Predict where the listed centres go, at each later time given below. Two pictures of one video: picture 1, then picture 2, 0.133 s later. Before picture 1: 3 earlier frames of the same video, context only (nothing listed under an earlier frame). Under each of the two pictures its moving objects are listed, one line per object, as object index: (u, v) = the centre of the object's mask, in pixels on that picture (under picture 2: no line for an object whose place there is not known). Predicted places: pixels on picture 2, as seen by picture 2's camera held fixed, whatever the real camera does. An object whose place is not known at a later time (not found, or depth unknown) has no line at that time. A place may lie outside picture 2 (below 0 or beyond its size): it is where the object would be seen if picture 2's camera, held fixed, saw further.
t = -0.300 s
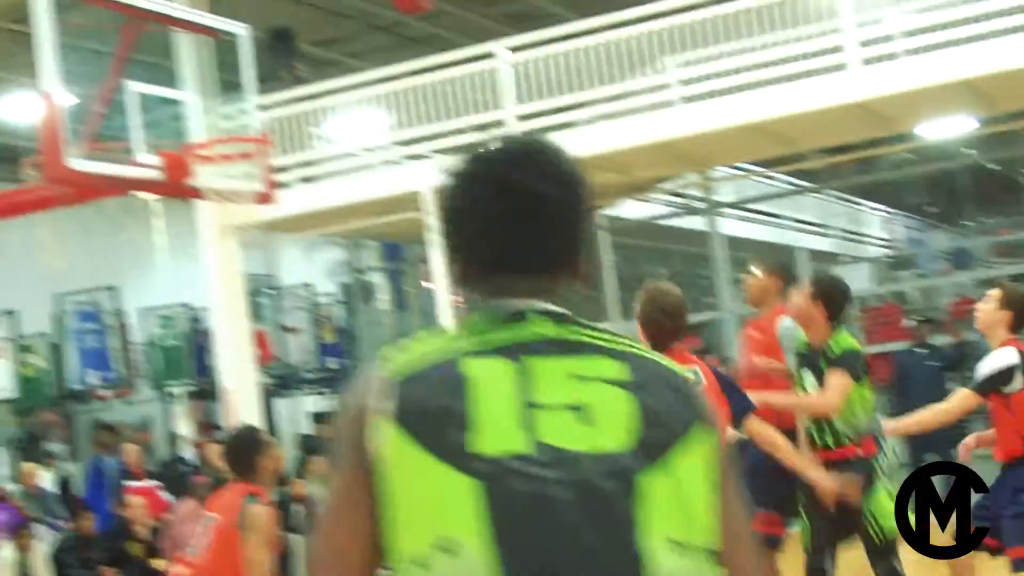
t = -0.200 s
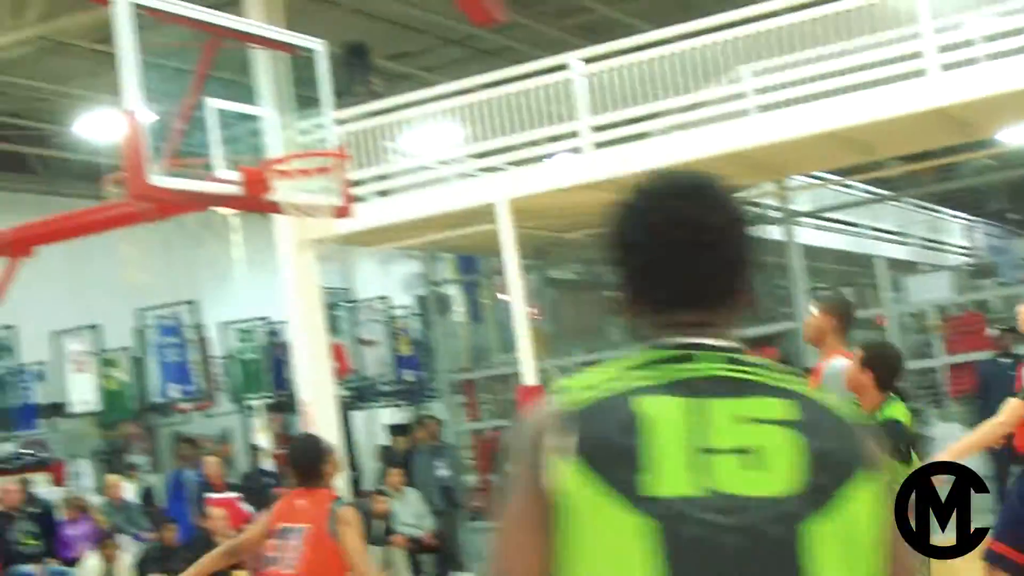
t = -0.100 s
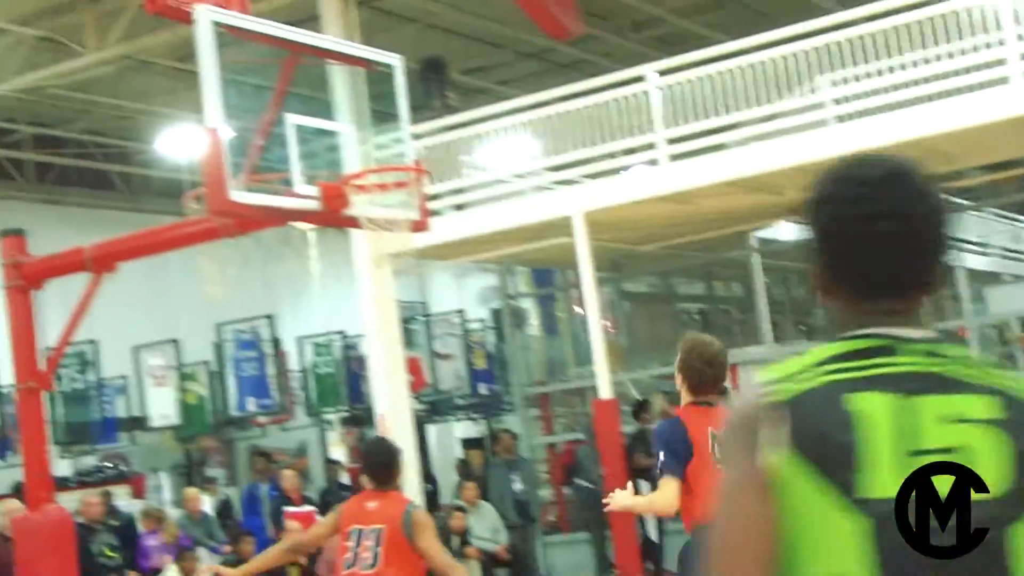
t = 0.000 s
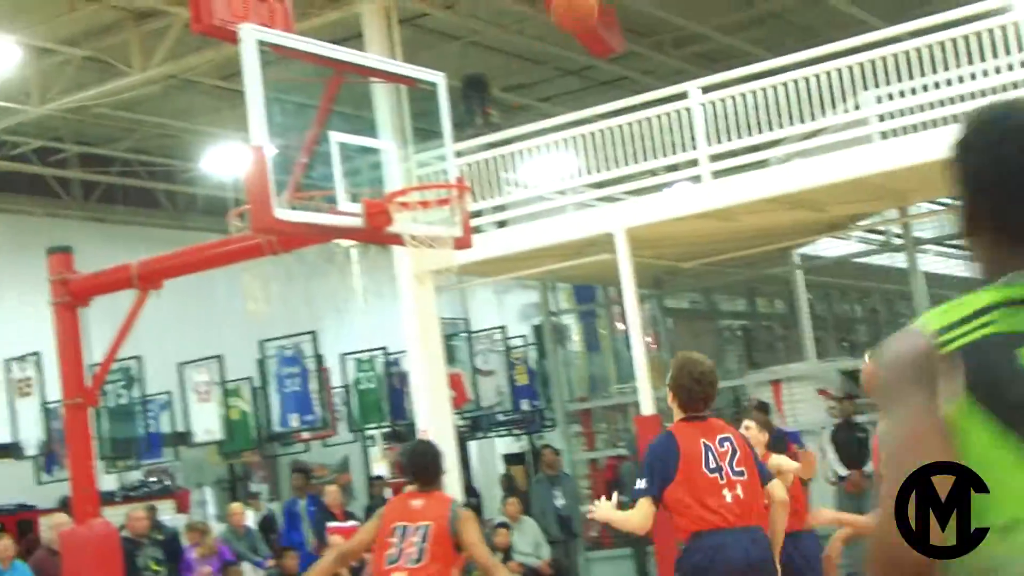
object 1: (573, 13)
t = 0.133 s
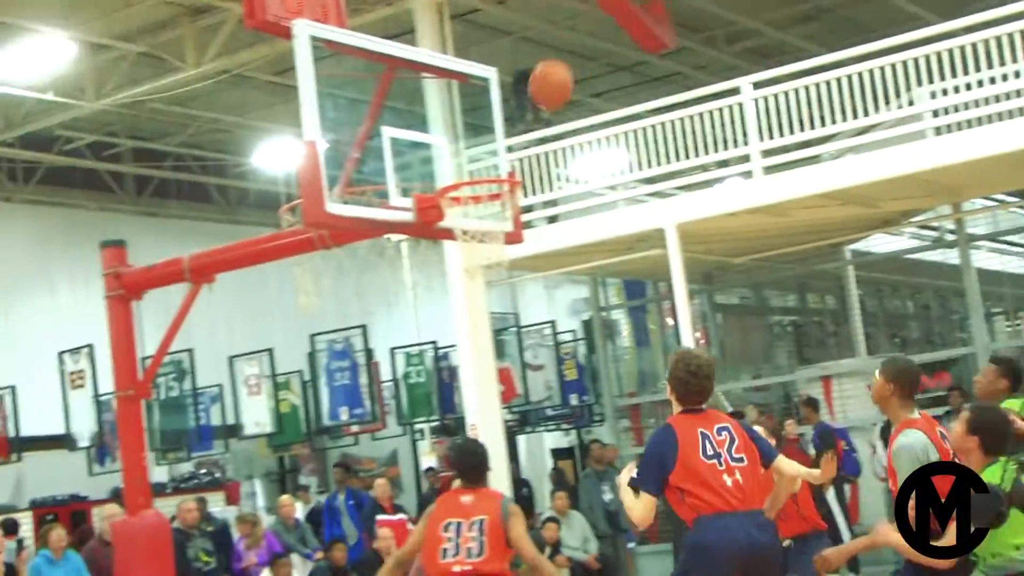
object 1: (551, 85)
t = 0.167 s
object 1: (533, 108)
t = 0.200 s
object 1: (516, 132)
